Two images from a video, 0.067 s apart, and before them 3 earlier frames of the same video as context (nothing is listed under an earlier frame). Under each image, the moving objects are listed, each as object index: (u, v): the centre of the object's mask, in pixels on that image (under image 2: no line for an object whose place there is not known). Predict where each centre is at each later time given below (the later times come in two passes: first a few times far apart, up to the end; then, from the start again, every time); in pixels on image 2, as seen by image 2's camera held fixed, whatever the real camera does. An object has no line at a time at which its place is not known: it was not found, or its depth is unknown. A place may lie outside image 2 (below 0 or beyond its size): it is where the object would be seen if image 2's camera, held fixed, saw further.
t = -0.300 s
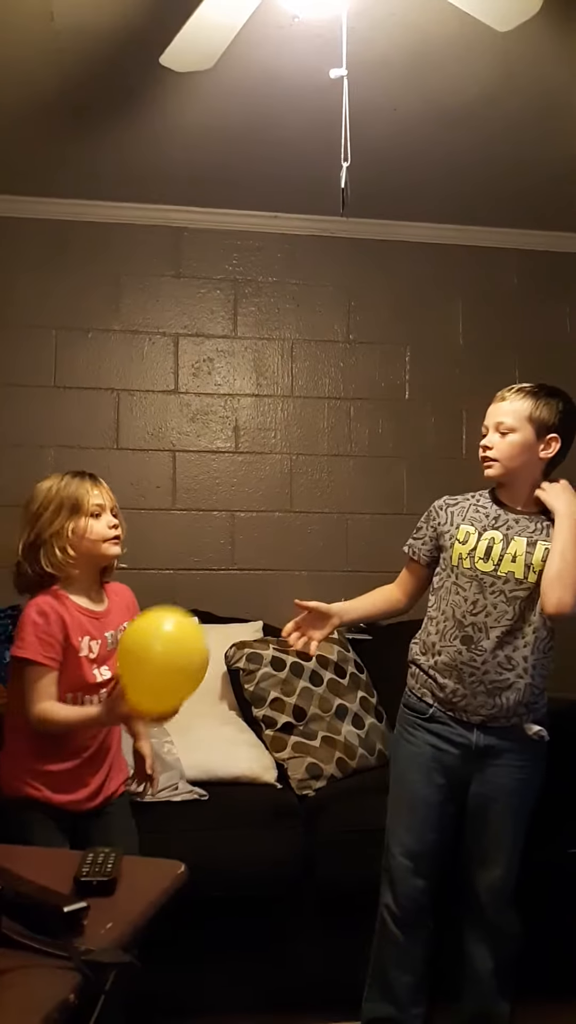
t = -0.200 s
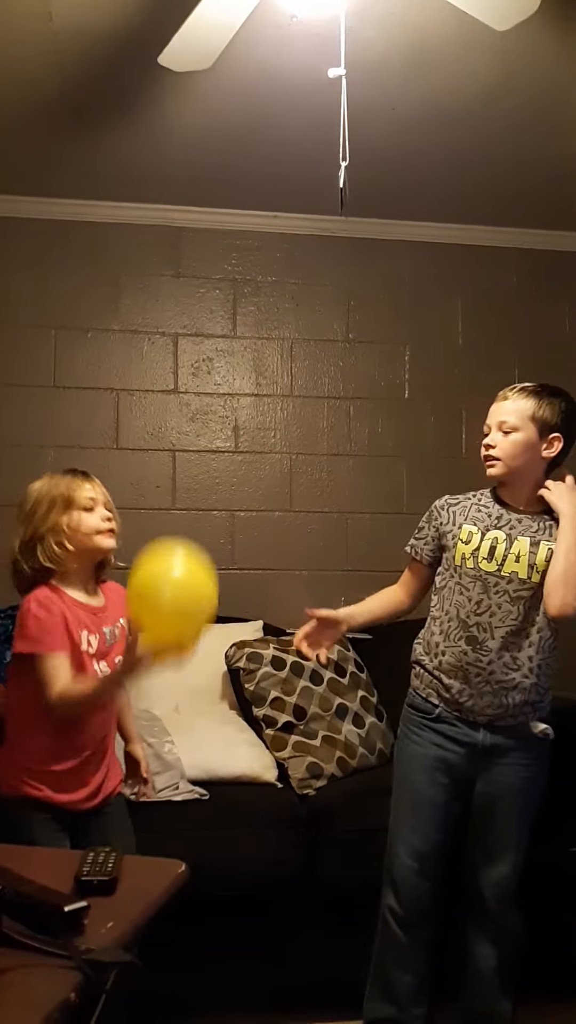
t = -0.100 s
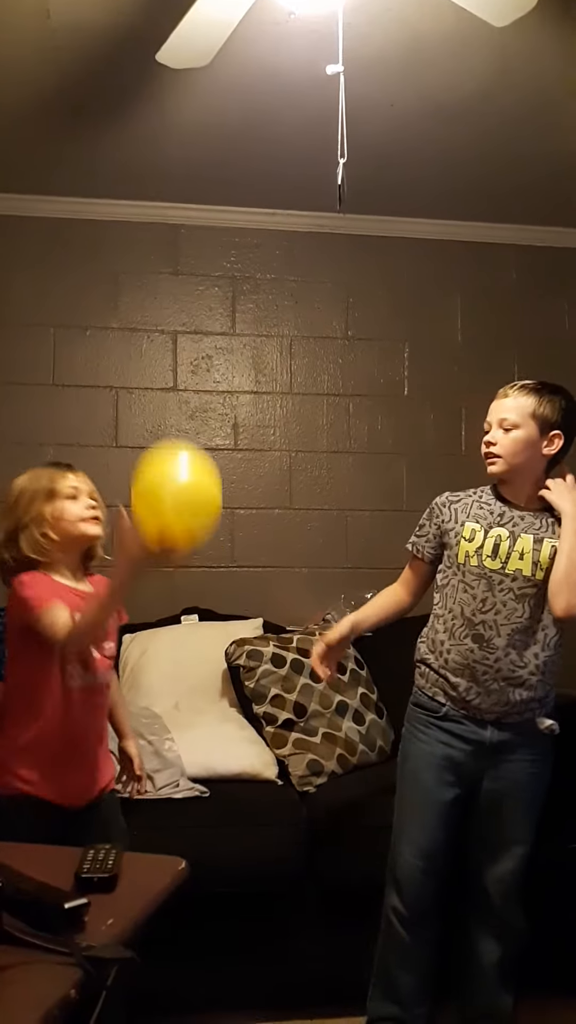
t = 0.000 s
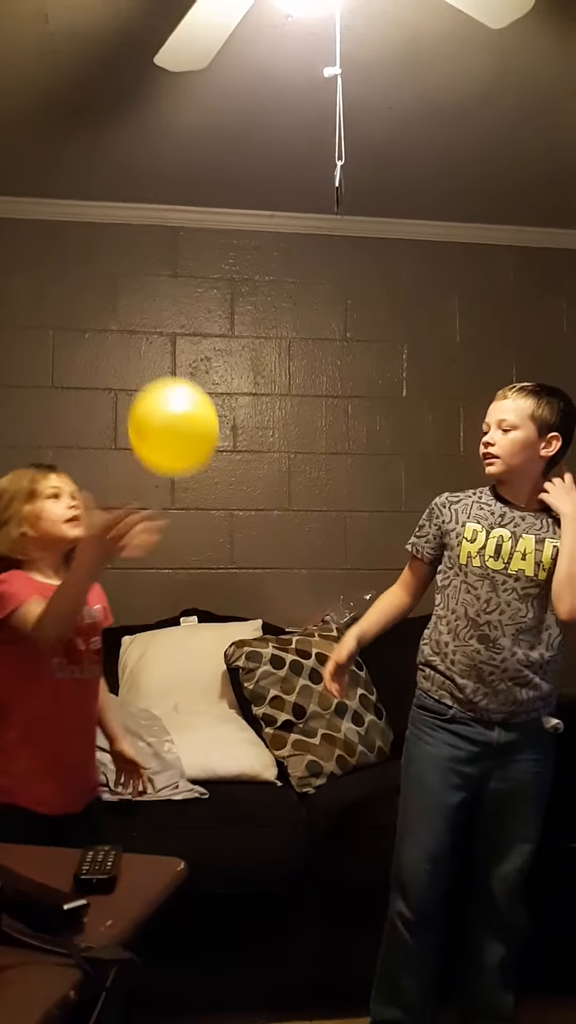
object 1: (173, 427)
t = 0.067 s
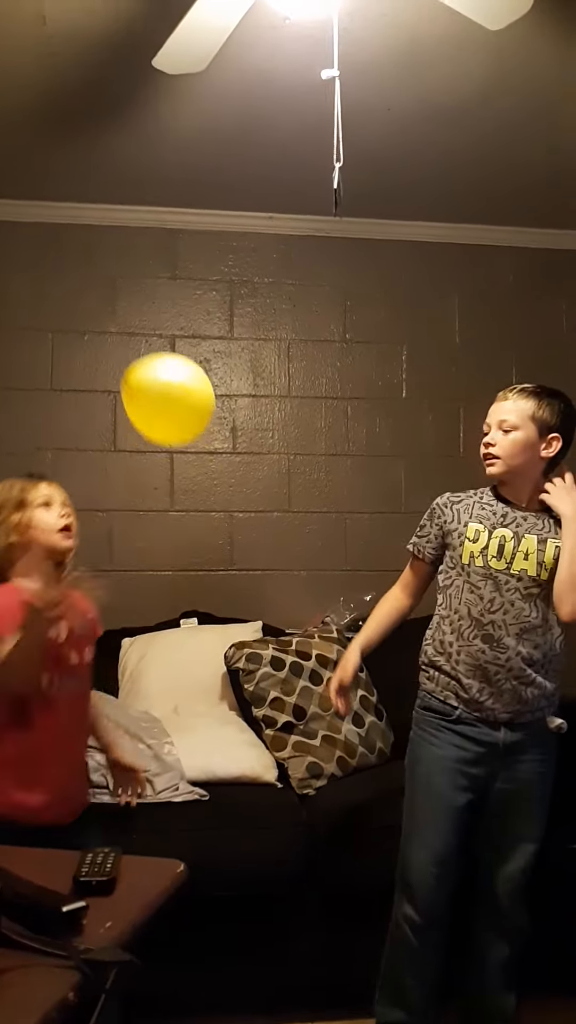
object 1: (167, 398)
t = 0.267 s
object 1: (153, 365)
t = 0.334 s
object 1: (150, 368)
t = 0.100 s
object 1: (165, 387)
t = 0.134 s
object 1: (163, 379)
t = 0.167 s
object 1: (160, 372)
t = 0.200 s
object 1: (157, 368)
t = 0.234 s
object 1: (155, 365)
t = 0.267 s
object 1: (153, 365)
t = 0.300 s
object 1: (152, 365)
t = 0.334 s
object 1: (150, 368)
